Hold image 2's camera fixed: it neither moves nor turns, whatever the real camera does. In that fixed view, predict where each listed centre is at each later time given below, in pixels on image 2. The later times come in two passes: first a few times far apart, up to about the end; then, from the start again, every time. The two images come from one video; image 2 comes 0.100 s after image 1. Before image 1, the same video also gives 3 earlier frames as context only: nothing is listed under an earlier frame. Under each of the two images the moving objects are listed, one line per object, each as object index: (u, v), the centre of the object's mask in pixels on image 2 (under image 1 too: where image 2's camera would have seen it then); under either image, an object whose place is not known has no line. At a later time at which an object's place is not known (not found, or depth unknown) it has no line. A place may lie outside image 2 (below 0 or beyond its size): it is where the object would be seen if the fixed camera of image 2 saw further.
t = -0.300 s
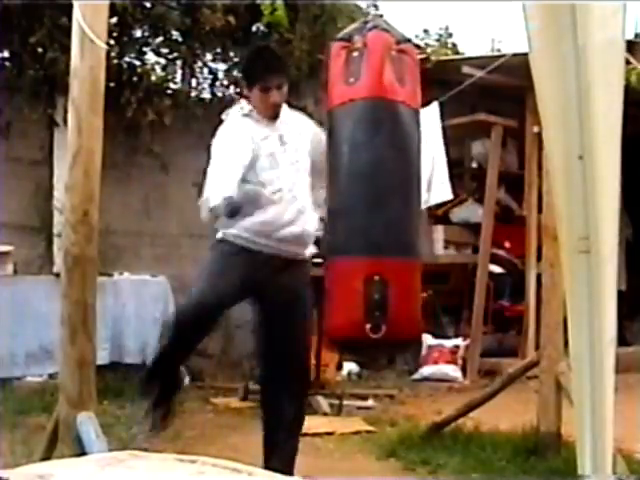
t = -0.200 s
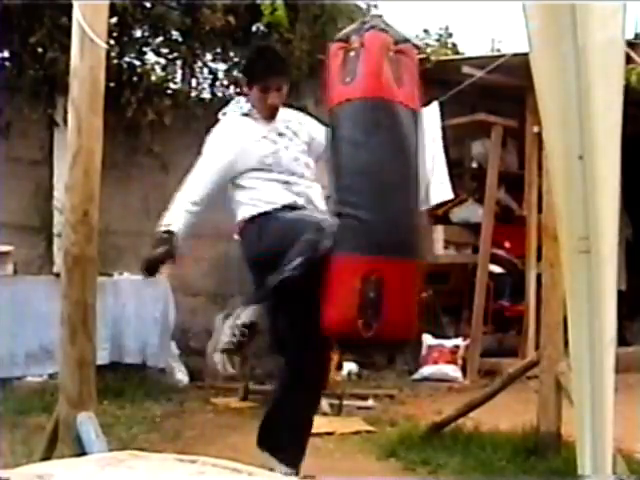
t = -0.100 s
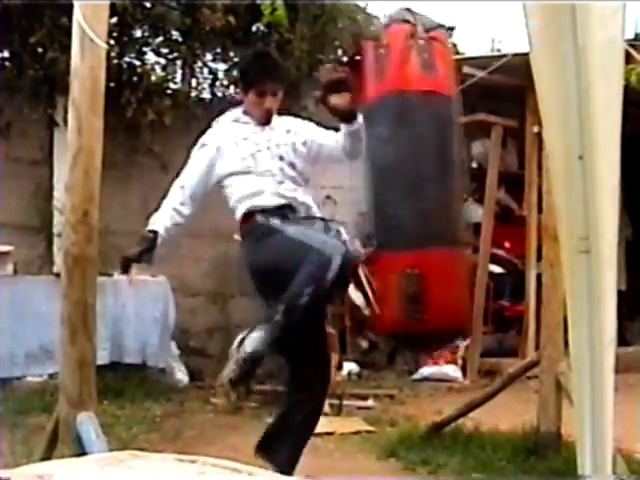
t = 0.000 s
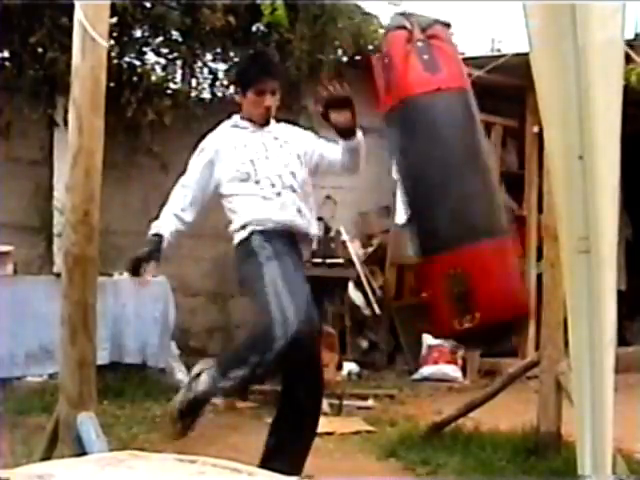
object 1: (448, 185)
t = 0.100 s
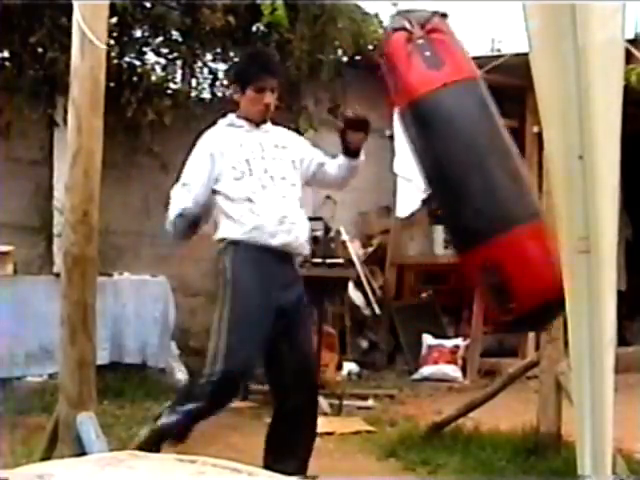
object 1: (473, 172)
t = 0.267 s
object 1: (491, 154)
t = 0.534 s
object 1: (481, 175)
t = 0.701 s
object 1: (440, 188)
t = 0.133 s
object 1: (479, 168)
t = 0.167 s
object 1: (484, 164)
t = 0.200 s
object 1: (488, 160)
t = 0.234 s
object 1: (490, 156)
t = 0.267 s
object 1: (491, 154)
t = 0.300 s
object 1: (491, 152)
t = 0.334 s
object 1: (490, 151)
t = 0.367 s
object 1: (489, 153)
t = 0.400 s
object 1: (488, 154)
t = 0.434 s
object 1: (487, 158)
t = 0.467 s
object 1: (486, 162)
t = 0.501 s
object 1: (485, 168)
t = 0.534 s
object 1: (481, 175)
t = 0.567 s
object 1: (477, 179)
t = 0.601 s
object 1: (468, 181)
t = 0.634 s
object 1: (459, 183)
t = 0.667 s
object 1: (450, 184)
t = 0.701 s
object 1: (440, 188)
